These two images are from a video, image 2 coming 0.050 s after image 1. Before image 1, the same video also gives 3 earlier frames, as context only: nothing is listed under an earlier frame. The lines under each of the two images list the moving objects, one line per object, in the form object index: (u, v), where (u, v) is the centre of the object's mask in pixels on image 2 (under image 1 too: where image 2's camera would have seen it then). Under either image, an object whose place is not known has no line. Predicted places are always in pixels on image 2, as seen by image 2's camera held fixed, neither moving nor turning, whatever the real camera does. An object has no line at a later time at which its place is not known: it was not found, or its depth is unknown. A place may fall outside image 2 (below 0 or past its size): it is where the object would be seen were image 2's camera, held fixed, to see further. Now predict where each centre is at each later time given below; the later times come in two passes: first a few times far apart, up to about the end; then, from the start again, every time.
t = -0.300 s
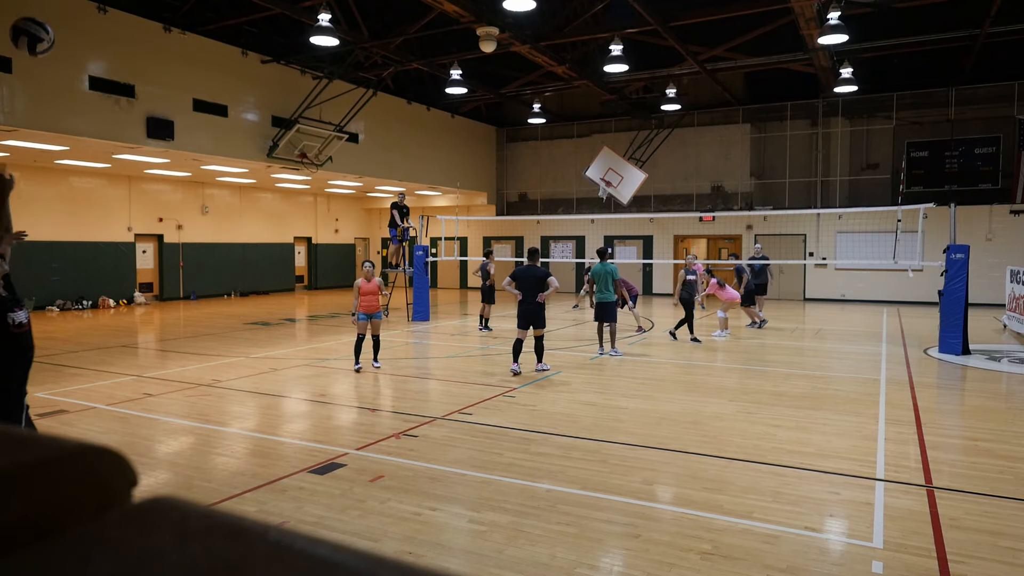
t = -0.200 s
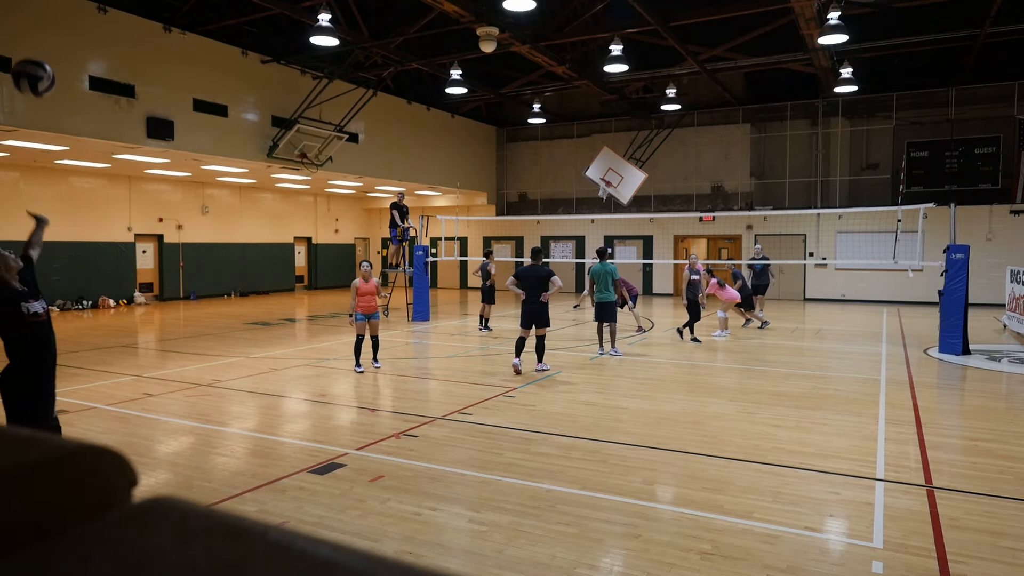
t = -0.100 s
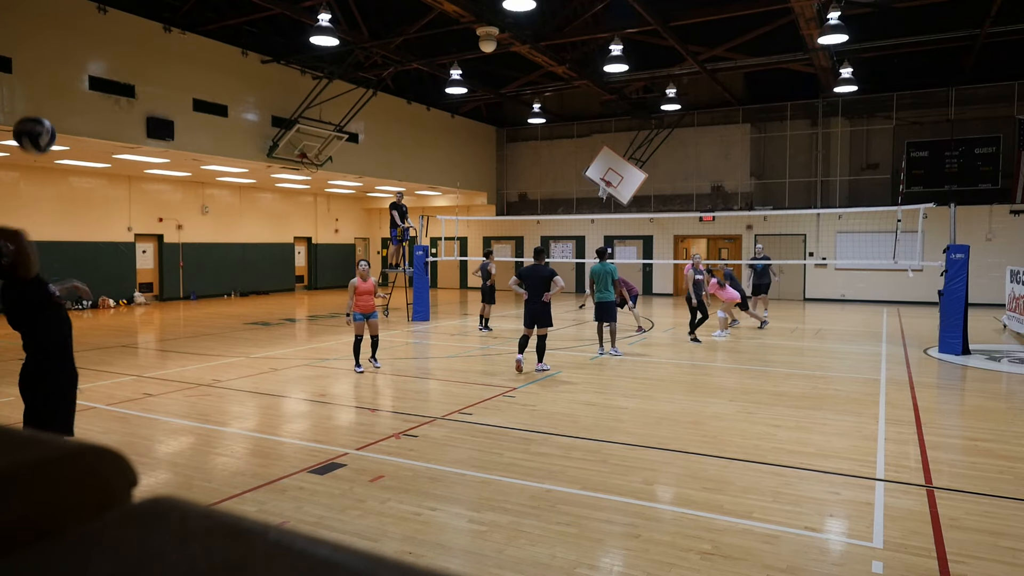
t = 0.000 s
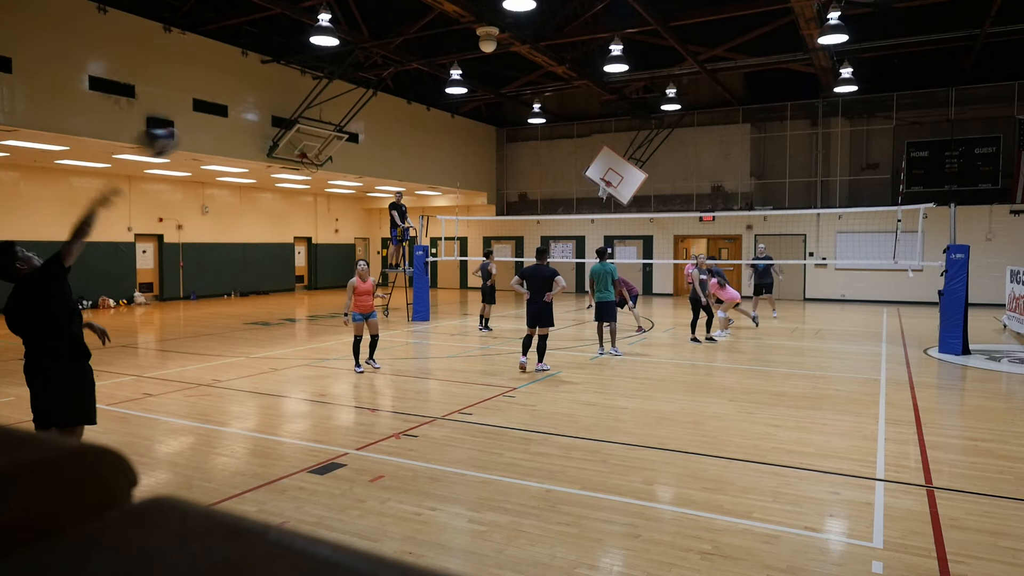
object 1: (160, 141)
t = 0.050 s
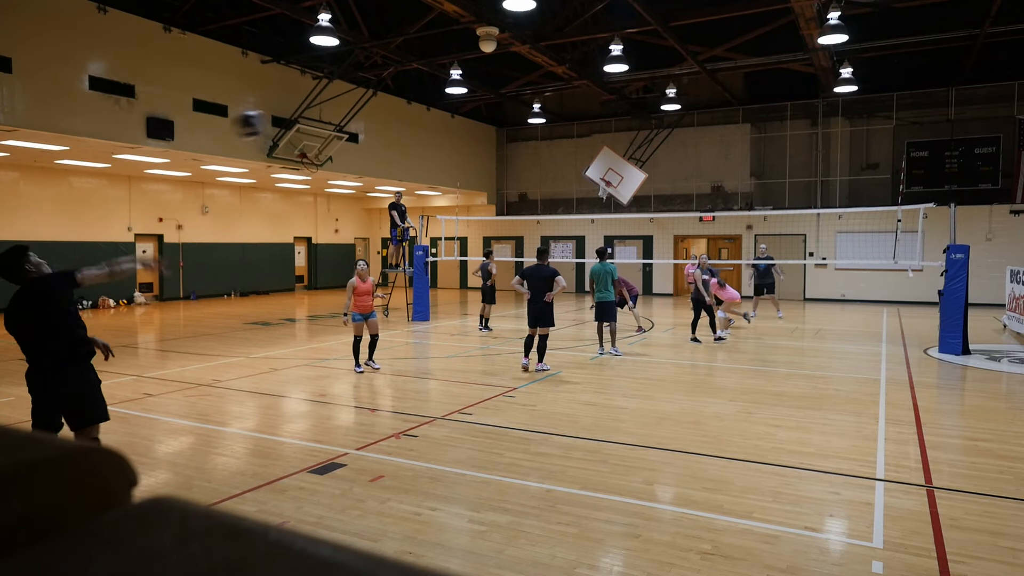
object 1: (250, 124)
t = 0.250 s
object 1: (479, 102)
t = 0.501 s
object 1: (620, 126)
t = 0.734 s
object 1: (695, 172)
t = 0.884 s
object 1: (727, 205)
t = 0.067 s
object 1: (277, 121)
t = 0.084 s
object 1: (303, 115)
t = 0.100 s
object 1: (326, 113)
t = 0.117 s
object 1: (348, 109)
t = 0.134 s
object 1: (369, 107)
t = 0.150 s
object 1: (387, 105)
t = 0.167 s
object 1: (405, 104)
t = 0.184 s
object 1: (421, 103)
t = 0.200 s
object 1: (437, 103)
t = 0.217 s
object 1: (452, 103)
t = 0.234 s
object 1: (466, 103)
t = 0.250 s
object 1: (479, 102)
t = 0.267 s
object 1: (492, 102)
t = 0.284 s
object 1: (504, 103)
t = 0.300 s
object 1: (515, 103)
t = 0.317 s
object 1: (525, 104)
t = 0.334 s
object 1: (537, 106)
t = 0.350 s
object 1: (548, 107)
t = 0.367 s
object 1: (556, 109)
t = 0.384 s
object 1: (566, 110)
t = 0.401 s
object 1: (575, 112)
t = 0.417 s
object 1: (583, 114)
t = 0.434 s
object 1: (591, 116)
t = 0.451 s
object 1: (599, 119)
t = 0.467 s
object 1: (606, 121)
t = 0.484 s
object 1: (614, 124)
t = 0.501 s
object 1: (620, 126)
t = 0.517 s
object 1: (627, 129)
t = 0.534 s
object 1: (633, 132)
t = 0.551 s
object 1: (639, 135)
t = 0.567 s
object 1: (645, 138)
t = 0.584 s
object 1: (651, 141)
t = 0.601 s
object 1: (657, 144)
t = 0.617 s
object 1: (663, 147)
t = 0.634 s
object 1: (668, 151)
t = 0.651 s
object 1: (672, 154)
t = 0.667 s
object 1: (677, 158)
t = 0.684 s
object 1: (682, 161)
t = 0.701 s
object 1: (687, 165)
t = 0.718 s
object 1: (691, 169)
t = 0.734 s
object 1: (695, 172)
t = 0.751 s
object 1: (699, 176)
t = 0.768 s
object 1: (703, 179)
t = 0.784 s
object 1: (707, 183)
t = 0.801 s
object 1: (711, 187)
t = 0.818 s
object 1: (715, 191)
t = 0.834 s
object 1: (717, 194)
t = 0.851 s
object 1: (721, 198)
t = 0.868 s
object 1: (724, 202)
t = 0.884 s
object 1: (727, 205)
